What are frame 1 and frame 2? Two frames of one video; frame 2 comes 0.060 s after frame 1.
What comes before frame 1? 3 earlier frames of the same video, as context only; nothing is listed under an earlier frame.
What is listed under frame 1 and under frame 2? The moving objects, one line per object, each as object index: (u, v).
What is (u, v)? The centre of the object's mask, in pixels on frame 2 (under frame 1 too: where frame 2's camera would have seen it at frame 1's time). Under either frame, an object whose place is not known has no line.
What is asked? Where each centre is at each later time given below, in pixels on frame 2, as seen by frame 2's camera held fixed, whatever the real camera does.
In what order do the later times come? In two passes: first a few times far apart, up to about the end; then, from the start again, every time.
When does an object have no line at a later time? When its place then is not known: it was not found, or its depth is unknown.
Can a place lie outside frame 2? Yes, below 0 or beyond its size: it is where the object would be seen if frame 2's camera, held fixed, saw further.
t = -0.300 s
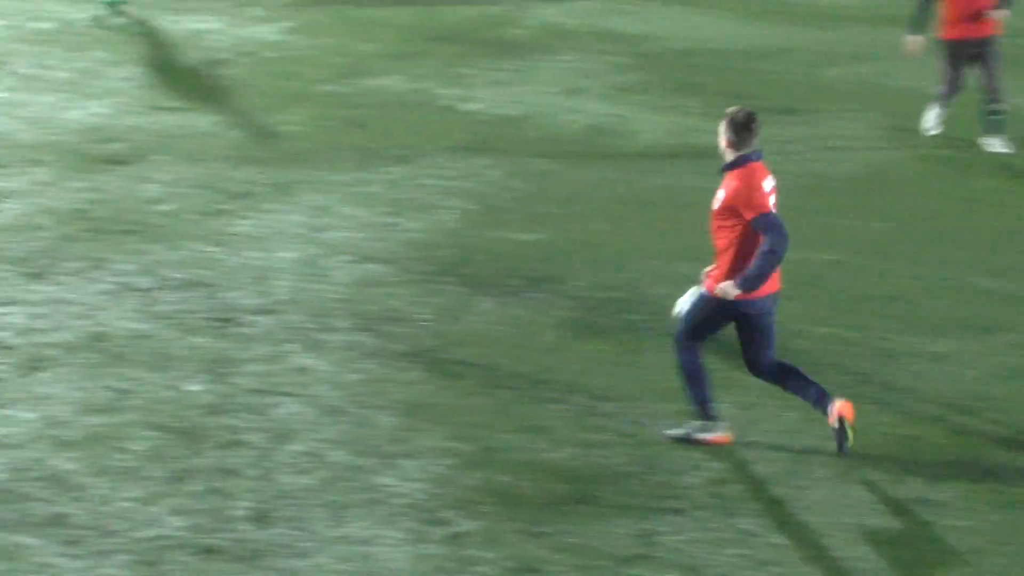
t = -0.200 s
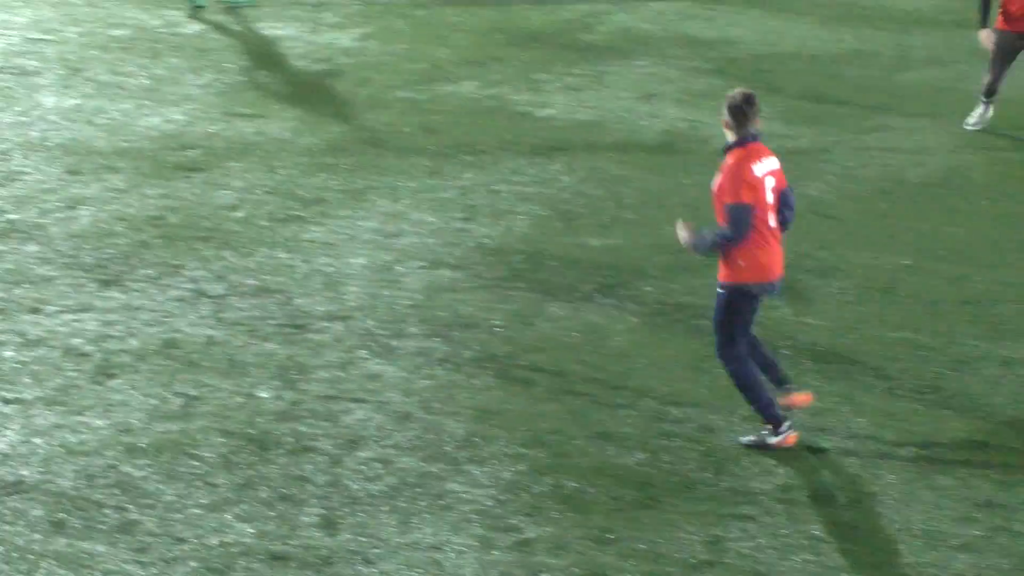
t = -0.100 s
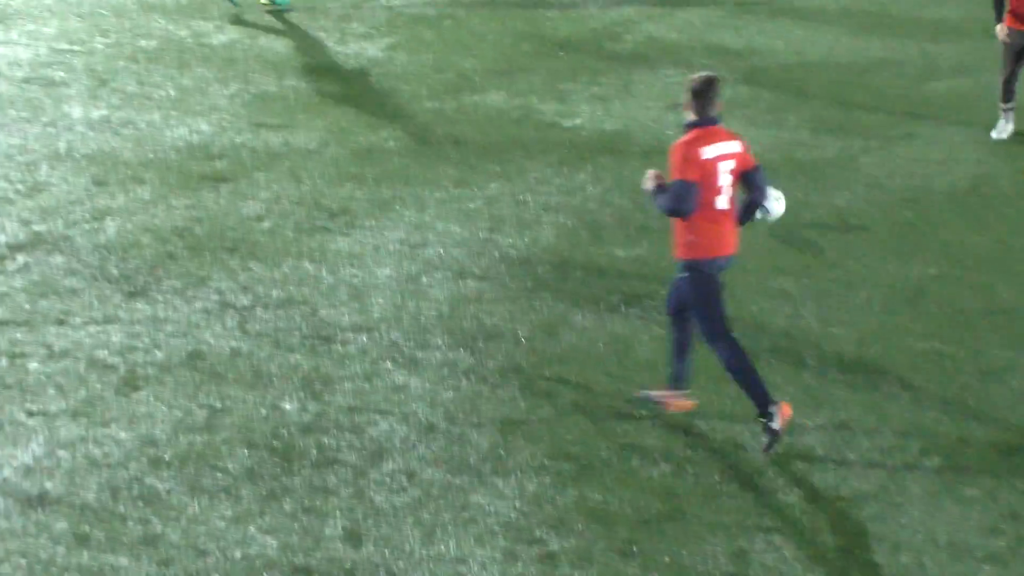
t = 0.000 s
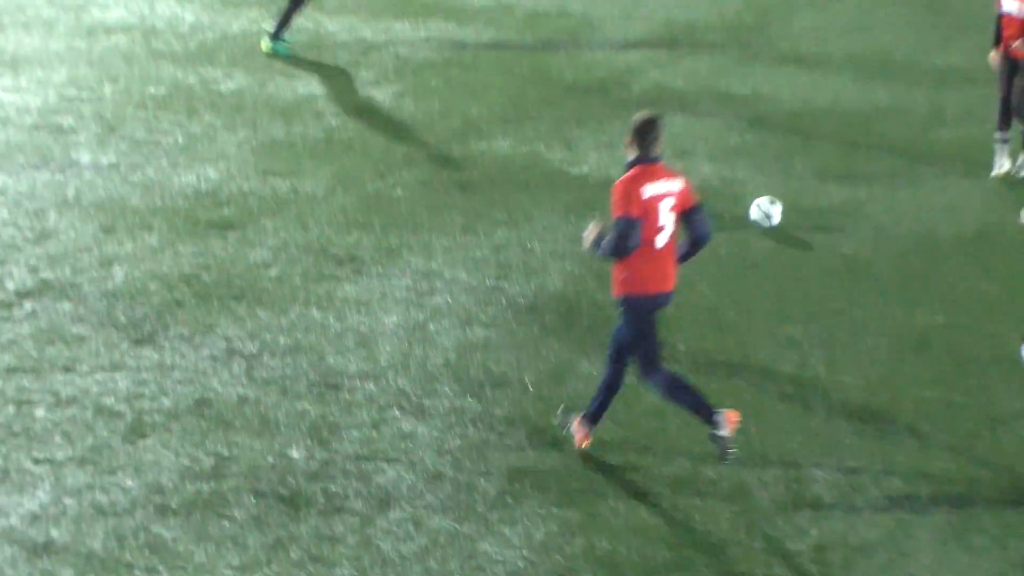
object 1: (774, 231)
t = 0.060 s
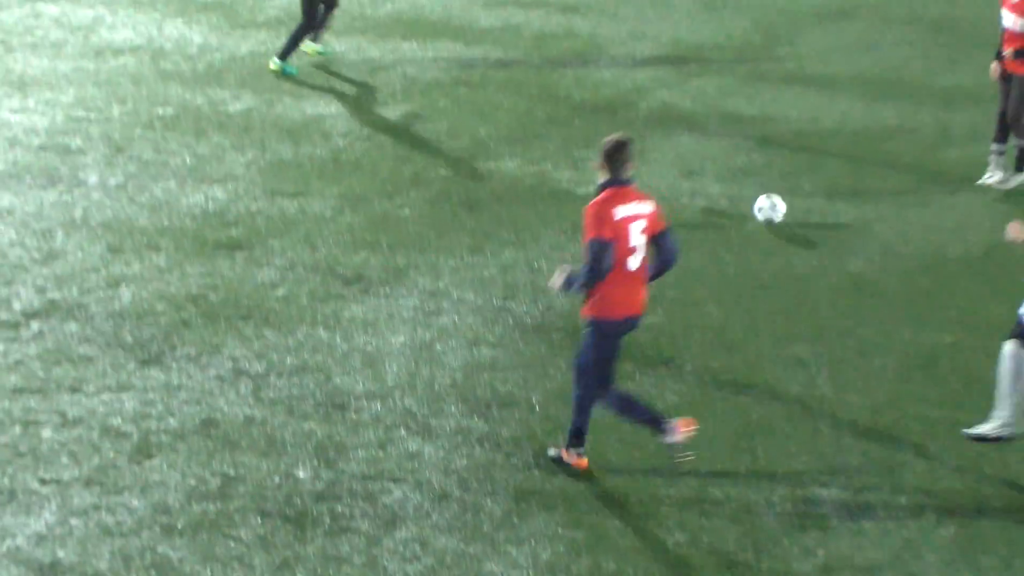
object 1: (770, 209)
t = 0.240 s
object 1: (764, 148)
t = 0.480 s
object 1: (763, 93)
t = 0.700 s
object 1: (763, 59)
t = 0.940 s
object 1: (759, 29)
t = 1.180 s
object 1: (755, 0)
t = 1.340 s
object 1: (754, -15)
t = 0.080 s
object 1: (769, 202)
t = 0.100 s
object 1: (768, 195)
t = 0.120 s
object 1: (767, 187)
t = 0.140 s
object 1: (766, 179)
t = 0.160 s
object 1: (766, 172)
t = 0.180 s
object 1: (765, 167)
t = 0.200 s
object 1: (764, 161)
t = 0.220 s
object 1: (764, 154)
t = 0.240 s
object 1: (764, 148)
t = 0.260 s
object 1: (763, 142)
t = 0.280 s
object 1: (764, 137)
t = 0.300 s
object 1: (764, 132)
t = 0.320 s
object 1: (764, 129)
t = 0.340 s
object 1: (764, 125)
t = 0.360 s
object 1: (763, 119)
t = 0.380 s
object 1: (763, 115)
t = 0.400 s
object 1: (762, 109)
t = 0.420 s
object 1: (763, 103)
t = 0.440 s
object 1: (764, 99)
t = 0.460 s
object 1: (763, 97)
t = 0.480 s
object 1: (763, 93)
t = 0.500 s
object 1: (763, 88)
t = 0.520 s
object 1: (763, 86)
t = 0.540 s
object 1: (763, 83)
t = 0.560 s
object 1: (763, 80)
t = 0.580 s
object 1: (763, 76)
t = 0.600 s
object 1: (763, 72)
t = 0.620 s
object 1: (763, 69)
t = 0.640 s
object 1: (763, 66)
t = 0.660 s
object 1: (763, 65)
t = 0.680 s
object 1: (763, 62)
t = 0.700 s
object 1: (763, 59)
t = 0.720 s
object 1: (762, 55)
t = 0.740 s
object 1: (762, 52)
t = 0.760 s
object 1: (762, 49)
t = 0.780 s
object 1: (762, 47)
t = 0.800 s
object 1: (761, 46)
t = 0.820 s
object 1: (761, 44)
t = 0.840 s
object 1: (761, 41)
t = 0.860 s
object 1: (760, 37)
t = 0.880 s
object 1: (760, 34)
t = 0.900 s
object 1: (760, 32)
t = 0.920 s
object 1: (759, 30)
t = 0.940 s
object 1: (759, 29)
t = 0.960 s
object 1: (758, 27)
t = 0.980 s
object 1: (758, 24)
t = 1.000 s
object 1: (757, 21)
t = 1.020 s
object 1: (757, 19)
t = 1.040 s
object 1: (756, 16)
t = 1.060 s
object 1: (756, 14)
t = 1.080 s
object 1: (756, 13)
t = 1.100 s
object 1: (755, 10)
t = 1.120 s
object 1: (755, 7)
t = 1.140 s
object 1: (756, 5)
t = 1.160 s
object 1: (755, 2)
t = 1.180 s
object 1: (755, 0)
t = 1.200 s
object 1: (755, -2)
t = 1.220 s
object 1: (755, -2)
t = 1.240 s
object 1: (755, -4)
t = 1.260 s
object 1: (753, -7)
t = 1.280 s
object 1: (754, -10)
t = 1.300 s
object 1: (755, -12)
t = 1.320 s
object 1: (754, -14)
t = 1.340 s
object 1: (754, -15)
